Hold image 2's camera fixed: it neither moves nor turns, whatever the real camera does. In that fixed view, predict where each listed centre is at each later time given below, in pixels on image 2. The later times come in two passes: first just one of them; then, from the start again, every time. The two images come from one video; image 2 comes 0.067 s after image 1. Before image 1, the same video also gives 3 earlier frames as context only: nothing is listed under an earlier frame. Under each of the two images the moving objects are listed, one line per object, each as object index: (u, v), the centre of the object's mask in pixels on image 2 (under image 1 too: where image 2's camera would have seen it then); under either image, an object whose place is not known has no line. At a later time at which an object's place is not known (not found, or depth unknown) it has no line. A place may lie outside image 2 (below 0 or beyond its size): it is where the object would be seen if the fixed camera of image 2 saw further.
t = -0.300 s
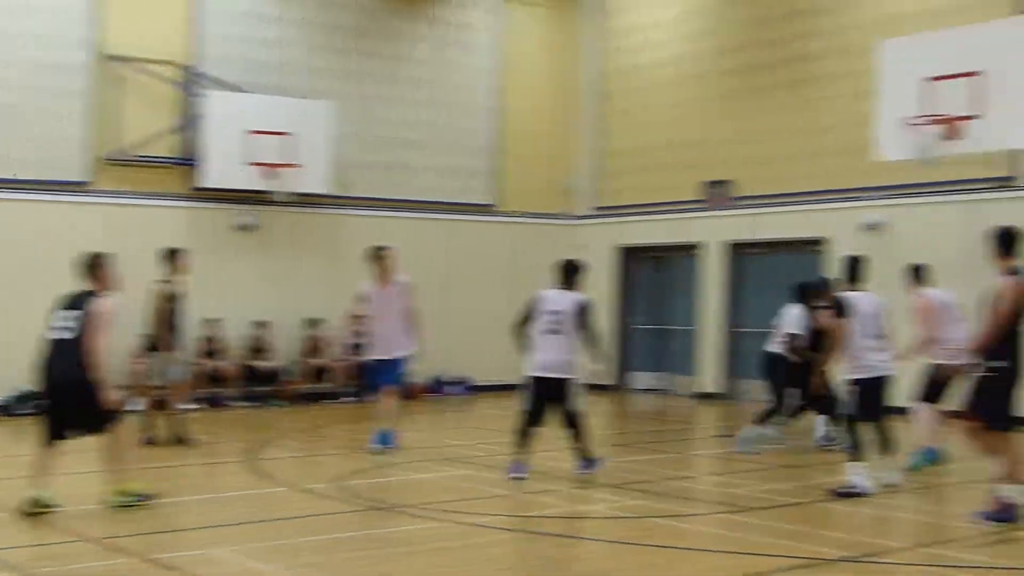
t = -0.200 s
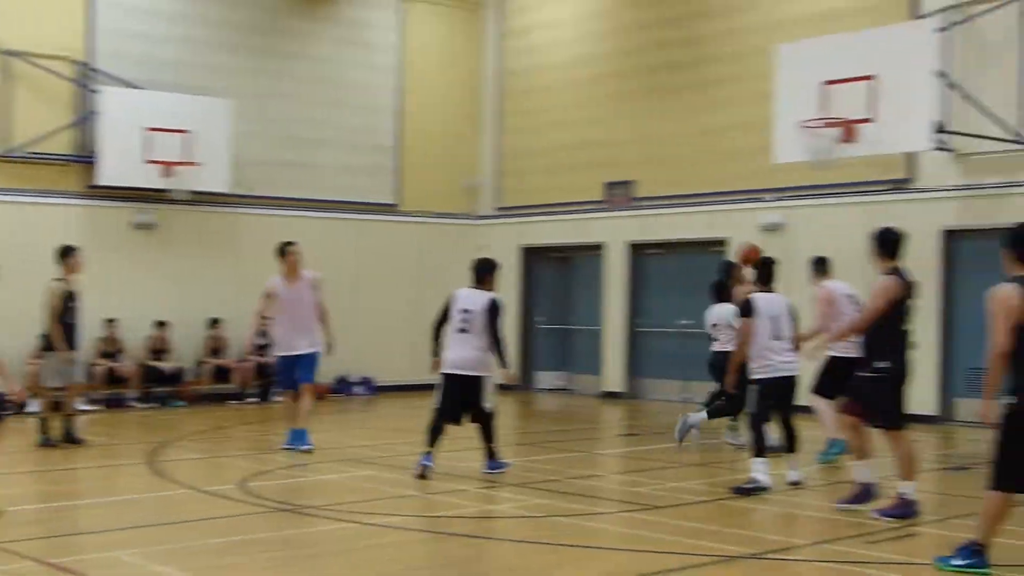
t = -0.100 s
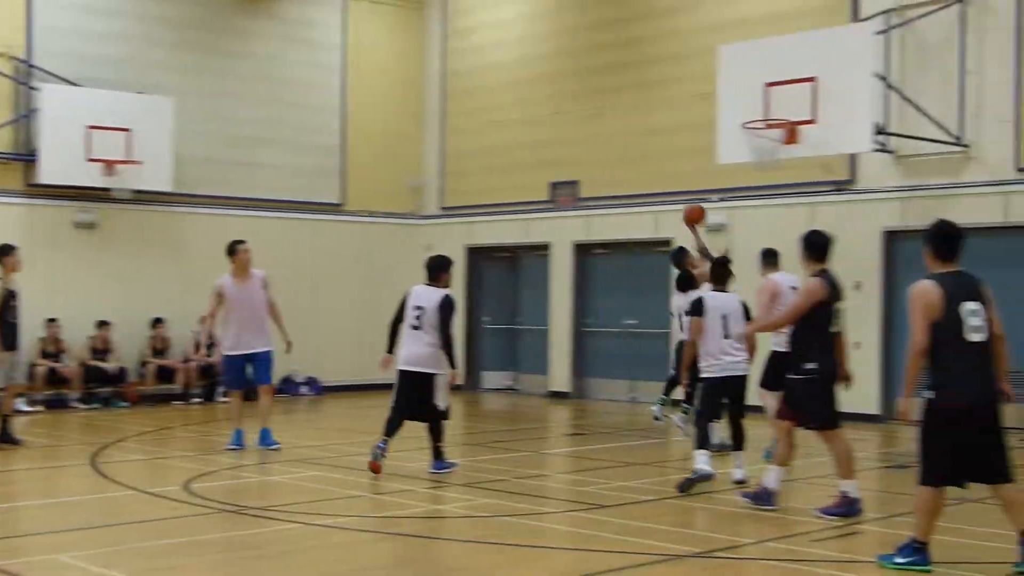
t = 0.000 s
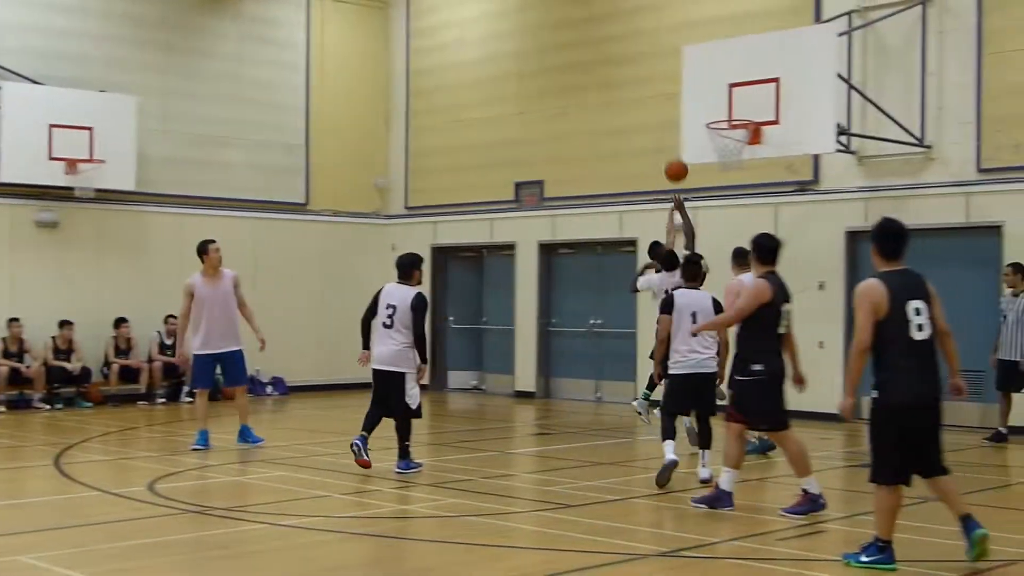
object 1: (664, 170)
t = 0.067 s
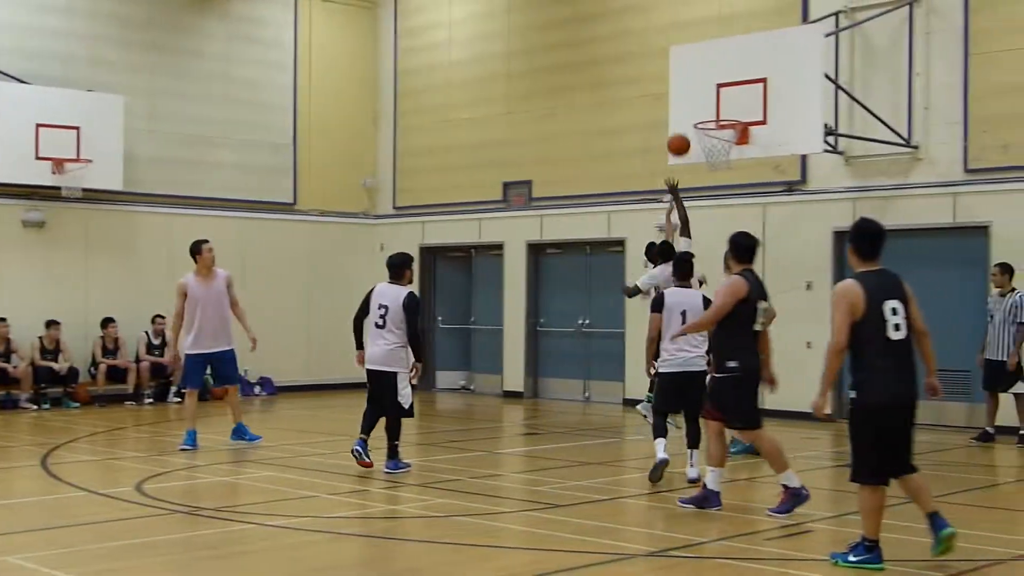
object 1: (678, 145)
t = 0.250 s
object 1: (713, 98)
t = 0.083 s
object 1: (682, 139)
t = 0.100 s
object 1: (685, 134)
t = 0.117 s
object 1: (688, 128)
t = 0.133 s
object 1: (692, 123)
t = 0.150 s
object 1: (696, 118)
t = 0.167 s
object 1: (699, 113)
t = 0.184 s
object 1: (703, 110)
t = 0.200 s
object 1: (707, 106)
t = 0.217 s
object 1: (710, 103)
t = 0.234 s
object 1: (713, 100)
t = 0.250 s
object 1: (713, 98)
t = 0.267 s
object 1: (713, 97)
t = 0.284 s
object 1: (713, 95)
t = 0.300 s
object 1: (713, 94)
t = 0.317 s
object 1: (713, 93)
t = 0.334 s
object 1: (713, 92)
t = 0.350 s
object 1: (714, 92)
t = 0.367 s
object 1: (713, 92)
